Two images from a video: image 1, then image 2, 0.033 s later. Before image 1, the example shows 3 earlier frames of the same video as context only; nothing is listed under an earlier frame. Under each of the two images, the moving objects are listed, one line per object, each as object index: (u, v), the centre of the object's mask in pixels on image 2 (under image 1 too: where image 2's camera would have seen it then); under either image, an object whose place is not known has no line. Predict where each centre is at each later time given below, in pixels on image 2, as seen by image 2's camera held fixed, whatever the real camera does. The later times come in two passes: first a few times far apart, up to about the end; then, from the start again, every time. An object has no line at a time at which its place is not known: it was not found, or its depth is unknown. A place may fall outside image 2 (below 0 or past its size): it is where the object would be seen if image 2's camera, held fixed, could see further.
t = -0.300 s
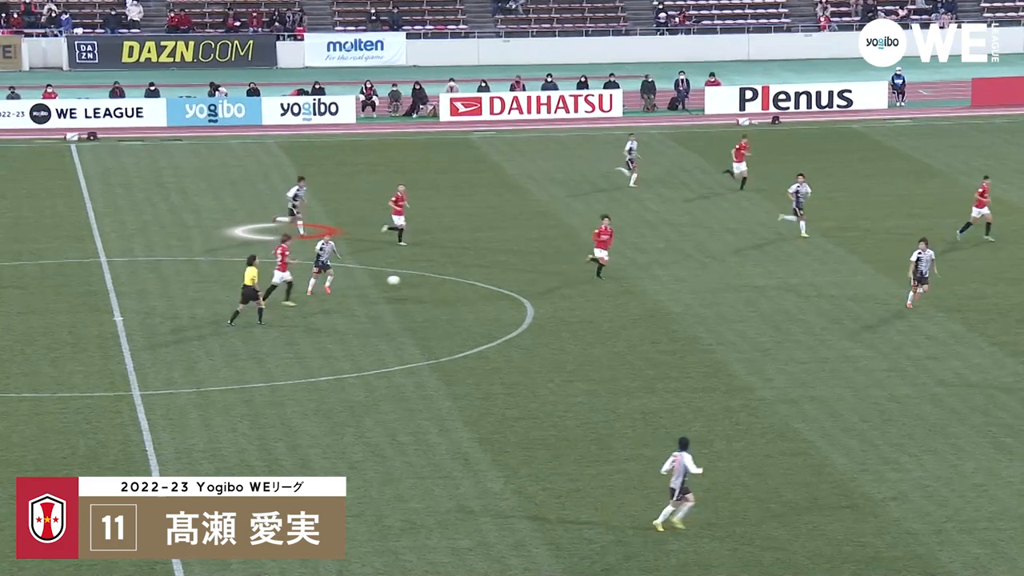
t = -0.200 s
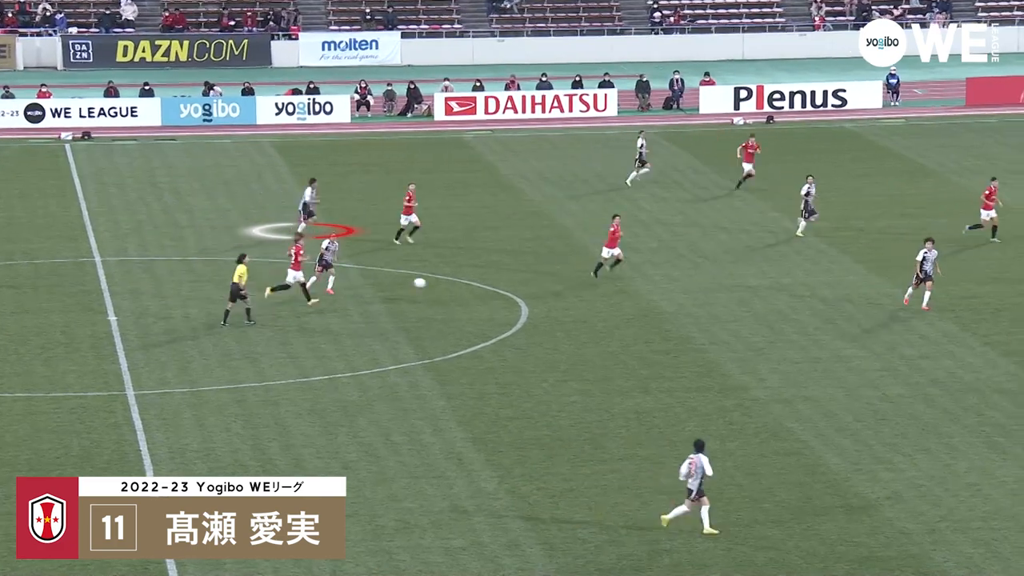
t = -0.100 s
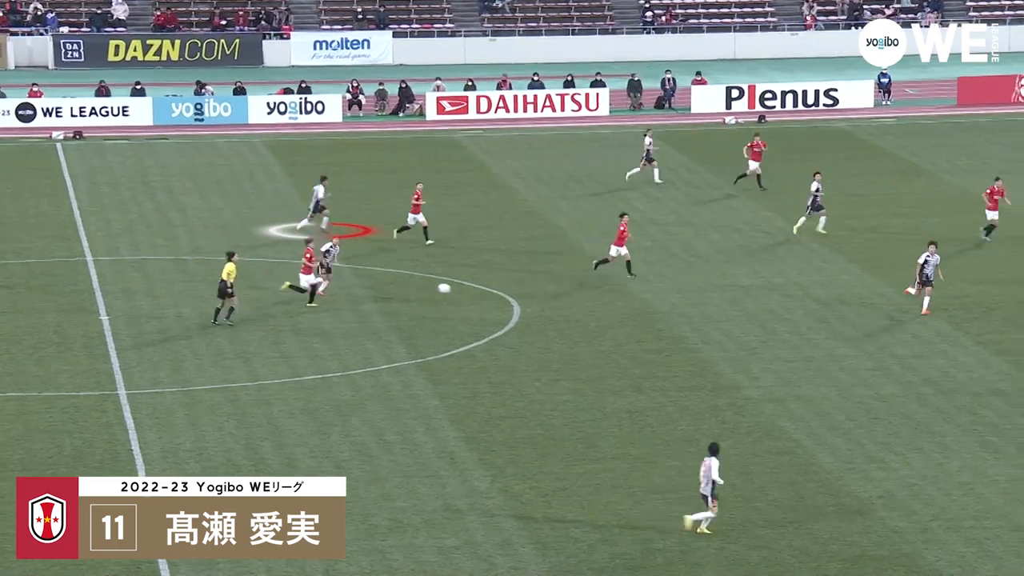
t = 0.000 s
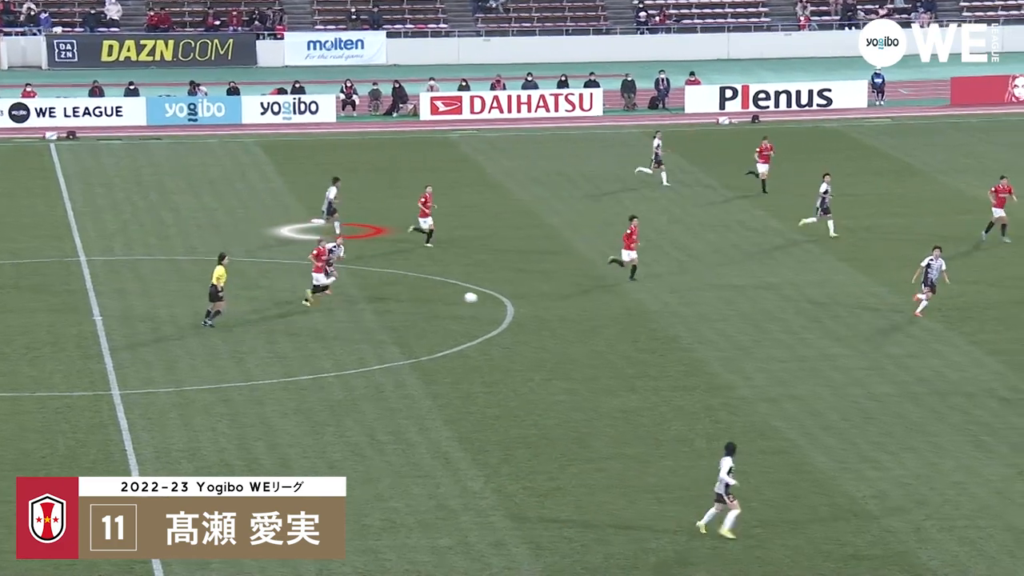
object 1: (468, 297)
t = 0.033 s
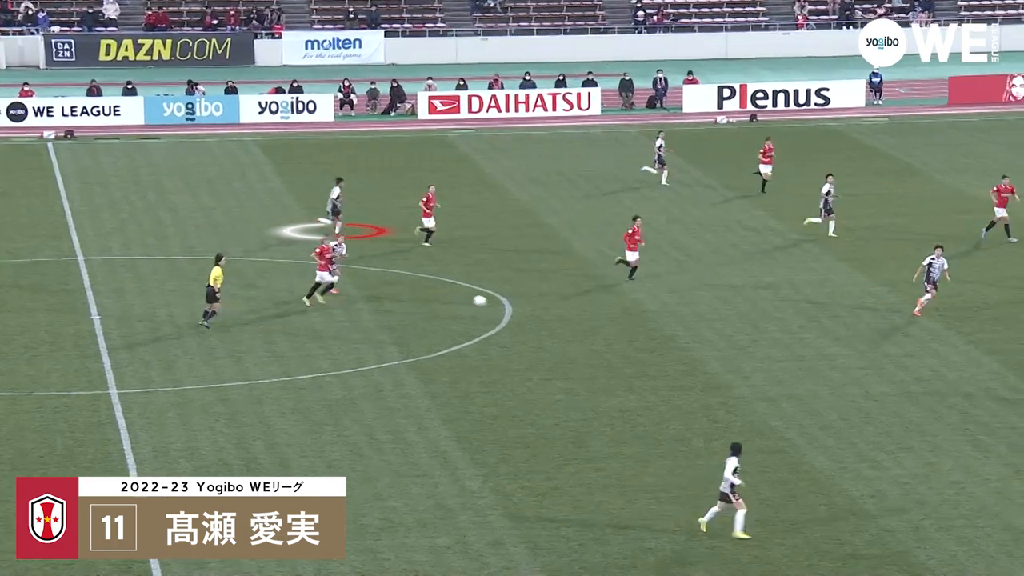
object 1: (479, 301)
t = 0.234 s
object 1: (546, 332)
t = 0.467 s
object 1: (625, 387)
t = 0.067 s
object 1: (490, 305)
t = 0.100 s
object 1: (501, 309)
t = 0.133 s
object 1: (513, 314)
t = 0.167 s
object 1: (524, 320)
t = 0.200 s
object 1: (535, 325)
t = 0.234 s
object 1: (546, 332)
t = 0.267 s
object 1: (557, 338)
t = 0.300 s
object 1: (569, 345)
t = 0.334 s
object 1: (580, 352)
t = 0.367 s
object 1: (591, 361)
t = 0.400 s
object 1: (603, 369)
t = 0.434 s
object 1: (614, 378)
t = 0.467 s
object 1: (625, 387)
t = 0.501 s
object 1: (636, 397)
